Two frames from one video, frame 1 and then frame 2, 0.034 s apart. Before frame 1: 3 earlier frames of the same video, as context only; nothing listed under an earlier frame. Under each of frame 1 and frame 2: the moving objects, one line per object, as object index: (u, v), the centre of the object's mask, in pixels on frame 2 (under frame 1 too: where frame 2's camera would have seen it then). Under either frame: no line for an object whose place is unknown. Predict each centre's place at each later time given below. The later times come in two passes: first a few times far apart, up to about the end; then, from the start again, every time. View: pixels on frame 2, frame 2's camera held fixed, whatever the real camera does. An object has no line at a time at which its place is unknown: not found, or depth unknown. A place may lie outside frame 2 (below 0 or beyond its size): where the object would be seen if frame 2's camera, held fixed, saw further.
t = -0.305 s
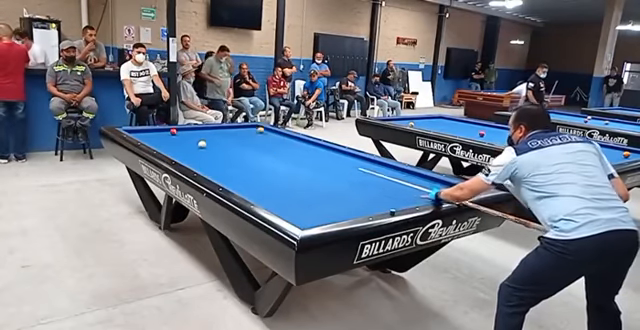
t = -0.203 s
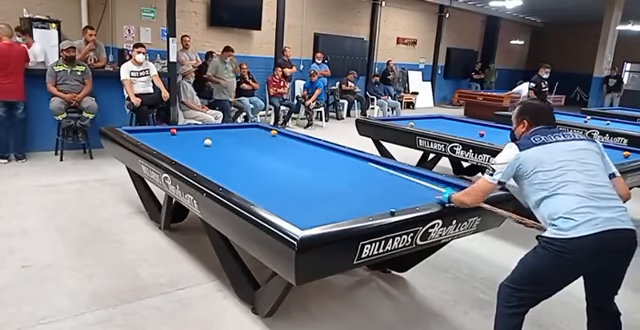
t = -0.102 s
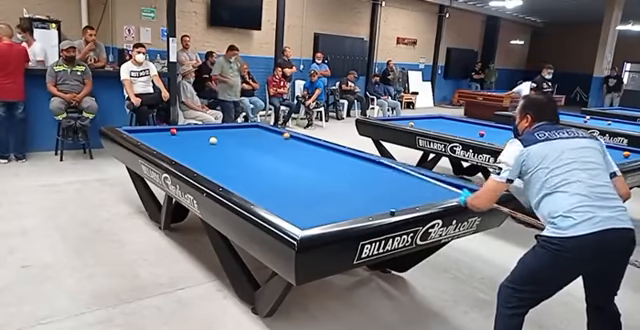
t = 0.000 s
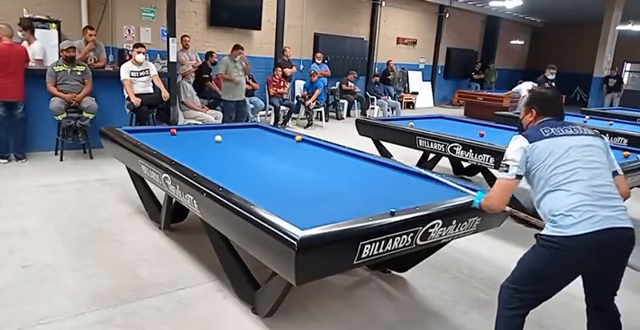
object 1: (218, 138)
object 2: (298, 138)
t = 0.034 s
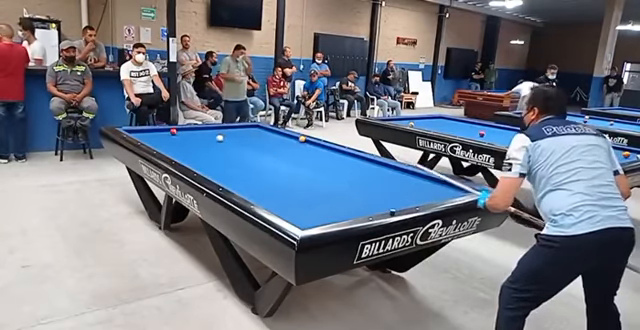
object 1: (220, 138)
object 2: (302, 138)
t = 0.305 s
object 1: (231, 133)
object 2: (319, 146)
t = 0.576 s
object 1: (242, 130)
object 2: (339, 153)
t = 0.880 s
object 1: (252, 126)
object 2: (364, 164)
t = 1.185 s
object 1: (252, 125)
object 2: (394, 176)
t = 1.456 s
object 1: (249, 126)
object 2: (426, 188)
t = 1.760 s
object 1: (245, 127)
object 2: (423, 191)
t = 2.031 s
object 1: (242, 128)
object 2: (393, 186)
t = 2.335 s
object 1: (238, 130)
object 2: (363, 180)
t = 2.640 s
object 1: (234, 131)
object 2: (335, 175)
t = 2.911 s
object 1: (231, 131)
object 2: (312, 170)
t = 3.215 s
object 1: (228, 132)
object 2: (289, 166)
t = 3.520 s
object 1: (224, 133)
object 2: (267, 162)
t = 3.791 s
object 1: (221, 134)
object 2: (248, 158)
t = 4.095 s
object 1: (218, 135)
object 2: (228, 155)
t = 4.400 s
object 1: (215, 136)
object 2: (210, 151)
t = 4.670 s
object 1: (213, 137)
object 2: (195, 148)
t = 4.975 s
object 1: (211, 138)
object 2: (179, 145)
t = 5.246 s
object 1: (209, 138)
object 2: (165, 143)
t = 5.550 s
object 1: (207, 139)
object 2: (151, 140)
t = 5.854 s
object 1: (205, 139)
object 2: (142, 137)
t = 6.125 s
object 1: (204, 140)
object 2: (141, 135)
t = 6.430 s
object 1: (203, 140)
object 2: (140, 133)
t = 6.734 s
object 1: (202, 141)
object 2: (139, 131)
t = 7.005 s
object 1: (201, 141)
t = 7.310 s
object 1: (201, 141)
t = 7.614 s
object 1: (200, 141)
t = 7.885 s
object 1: (200, 141)
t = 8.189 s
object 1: (200, 141)
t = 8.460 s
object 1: (200, 141)
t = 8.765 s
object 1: (200, 141)
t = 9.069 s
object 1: (200, 141)
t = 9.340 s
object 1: (200, 141)
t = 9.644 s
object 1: (200, 141)
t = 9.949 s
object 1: (200, 141)
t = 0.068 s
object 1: (221, 137)
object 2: (304, 139)
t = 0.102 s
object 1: (222, 136)
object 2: (306, 140)
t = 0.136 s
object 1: (224, 136)
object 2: (307, 141)
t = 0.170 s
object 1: (225, 135)
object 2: (309, 142)
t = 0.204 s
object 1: (227, 135)
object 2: (312, 142)
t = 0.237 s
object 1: (228, 134)
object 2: (314, 143)
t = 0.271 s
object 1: (230, 134)
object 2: (316, 144)
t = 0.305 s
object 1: (231, 133)
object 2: (319, 146)
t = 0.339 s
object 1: (233, 133)
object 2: (321, 147)
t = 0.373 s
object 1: (234, 133)
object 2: (323, 147)
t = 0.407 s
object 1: (235, 132)
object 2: (326, 149)
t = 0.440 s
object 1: (236, 132)
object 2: (328, 149)
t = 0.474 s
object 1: (238, 131)
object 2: (331, 151)
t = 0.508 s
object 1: (239, 131)
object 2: (333, 152)
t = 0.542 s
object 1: (241, 130)
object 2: (336, 152)
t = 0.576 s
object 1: (242, 130)
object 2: (339, 153)
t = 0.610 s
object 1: (243, 129)
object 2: (341, 154)
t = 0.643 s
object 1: (244, 129)
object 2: (344, 155)
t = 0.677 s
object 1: (246, 129)
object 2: (347, 157)
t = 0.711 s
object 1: (247, 128)
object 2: (349, 158)
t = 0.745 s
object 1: (248, 128)
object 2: (352, 159)
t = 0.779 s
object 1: (249, 128)
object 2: (355, 160)
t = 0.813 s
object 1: (250, 127)
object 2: (358, 161)
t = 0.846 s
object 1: (251, 127)
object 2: (361, 163)
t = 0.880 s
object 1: (252, 126)
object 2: (364, 164)
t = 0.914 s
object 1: (253, 126)
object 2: (367, 165)
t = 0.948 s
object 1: (254, 125)
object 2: (370, 166)
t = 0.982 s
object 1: (255, 125)
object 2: (374, 168)
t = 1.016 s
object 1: (255, 125)
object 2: (377, 169)
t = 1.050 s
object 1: (255, 125)
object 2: (380, 170)
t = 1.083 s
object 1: (254, 125)
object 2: (384, 171)
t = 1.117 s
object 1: (253, 125)
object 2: (387, 173)
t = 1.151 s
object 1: (253, 125)
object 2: (391, 174)
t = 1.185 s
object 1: (252, 125)
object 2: (394, 176)
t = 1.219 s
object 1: (252, 125)
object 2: (398, 177)
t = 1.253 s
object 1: (252, 126)
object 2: (402, 179)
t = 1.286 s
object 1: (251, 126)
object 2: (406, 180)
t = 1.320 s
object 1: (250, 126)
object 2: (410, 182)
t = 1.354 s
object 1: (250, 126)
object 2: (414, 183)
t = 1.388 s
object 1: (250, 126)
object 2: (418, 185)
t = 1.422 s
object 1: (249, 126)
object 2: (422, 187)
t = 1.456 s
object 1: (249, 126)
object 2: (426, 188)
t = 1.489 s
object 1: (248, 126)
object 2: (430, 190)
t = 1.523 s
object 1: (248, 127)
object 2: (435, 192)
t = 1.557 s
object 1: (247, 127)
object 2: (439, 193)
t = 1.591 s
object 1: (247, 127)
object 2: (444, 194)
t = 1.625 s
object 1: (247, 127)
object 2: (442, 194)
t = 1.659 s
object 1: (246, 127)
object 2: (437, 194)
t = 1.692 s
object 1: (246, 127)
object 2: (432, 193)
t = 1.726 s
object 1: (245, 128)
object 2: (427, 192)
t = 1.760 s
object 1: (245, 127)
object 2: (423, 191)
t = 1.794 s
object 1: (244, 128)
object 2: (419, 190)
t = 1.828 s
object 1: (244, 128)
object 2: (415, 190)
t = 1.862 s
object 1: (244, 128)
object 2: (411, 189)
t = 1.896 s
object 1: (243, 128)
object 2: (408, 189)
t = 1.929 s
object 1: (243, 128)
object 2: (404, 188)
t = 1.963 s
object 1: (242, 128)
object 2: (400, 187)
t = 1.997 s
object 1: (242, 128)
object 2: (397, 186)
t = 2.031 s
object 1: (242, 128)
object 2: (393, 186)
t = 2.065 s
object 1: (241, 129)
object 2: (390, 185)
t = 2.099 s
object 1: (241, 129)
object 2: (386, 185)
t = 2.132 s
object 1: (240, 129)
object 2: (383, 184)
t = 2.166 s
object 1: (240, 129)
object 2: (379, 183)
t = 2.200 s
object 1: (240, 129)
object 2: (376, 183)
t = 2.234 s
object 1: (239, 129)
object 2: (373, 182)
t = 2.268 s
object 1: (239, 129)
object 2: (370, 181)
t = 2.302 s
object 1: (238, 129)
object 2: (366, 181)
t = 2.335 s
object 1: (238, 130)
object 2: (363, 180)
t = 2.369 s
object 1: (237, 130)
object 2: (360, 180)
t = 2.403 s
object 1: (237, 130)
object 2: (356, 179)
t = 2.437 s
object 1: (236, 130)
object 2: (353, 178)
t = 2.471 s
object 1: (236, 130)
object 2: (350, 178)
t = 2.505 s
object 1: (236, 130)
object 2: (347, 177)
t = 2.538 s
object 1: (235, 130)
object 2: (344, 176)
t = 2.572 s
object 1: (235, 131)
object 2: (341, 176)
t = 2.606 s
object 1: (235, 130)
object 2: (338, 175)
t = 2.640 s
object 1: (234, 131)
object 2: (335, 175)
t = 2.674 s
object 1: (234, 131)
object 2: (332, 174)
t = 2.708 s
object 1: (233, 131)
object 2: (329, 174)
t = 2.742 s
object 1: (233, 131)
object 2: (326, 173)
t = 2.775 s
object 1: (233, 131)
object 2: (324, 172)
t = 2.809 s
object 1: (232, 131)
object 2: (321, 172)
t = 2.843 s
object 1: (232, 131)
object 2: (318, 171)
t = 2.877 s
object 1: (231, 131)
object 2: (315, 171)
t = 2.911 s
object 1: (231, 131)
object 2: (312, 170)
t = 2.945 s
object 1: (231, 132)
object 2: (310, 170)
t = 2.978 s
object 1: (230, 132)
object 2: (307, 169)
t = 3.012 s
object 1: (230, 132)
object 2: (304, 169)
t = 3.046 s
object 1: (230, 132)
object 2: (302, 168)
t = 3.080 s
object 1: (229, 132)
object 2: (299, 168)
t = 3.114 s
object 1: (229, 132)
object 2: (296, 167)
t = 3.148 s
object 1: (228, 132)
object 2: (294, 167)
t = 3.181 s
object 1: (228, 132)
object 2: (291, 166)
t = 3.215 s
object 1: (228, 132)
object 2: (289, 166)
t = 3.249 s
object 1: (227, 132)
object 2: (286, 166)
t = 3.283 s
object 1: (227, 133)
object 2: (283, 165)
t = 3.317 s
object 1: (227, 133)
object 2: (281, 165)
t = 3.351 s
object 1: (226, 133)
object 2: (278, 164)
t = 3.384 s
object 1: (226, 133)
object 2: (276, 164)
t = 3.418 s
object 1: (225, 133)
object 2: (274, 163)
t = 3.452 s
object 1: (225, 133)
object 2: (271, 163)
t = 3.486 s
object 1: (225, 133)
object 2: (269, 162)
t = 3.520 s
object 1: (224, 133)
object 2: (267, 162)
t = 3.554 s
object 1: (224, 133)
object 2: (264, 162)
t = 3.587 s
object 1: (224, 133)
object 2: (261, 161)
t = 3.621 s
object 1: (223, 134)
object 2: (259, 161)
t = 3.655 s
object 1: (223, 134)
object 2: (257, 160)
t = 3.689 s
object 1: (223, 134)
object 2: (255, 160)
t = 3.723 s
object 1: (222, 134)
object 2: (252, 159)
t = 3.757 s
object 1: (222, 134)
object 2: (250, 159)
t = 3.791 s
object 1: (221, 134)
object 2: (248, 158)
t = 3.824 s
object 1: (221, 134)
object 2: (246, 158)
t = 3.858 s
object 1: (221, 134)
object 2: (243, 157)
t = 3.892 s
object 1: (220, 134)
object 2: (241, 157)
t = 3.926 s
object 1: (220, 135)
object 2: (239, 156)
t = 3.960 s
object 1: (220, 135)
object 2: (237, 156)
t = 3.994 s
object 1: (219, 135)
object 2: (235, 156)
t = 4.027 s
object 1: (219, 135)
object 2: (233, 155)
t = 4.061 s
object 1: (219, 135)
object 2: (230, 155)
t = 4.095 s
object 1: (218, 135)
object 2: (228, 155)
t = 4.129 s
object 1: (218, 135)
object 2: (226, 154)
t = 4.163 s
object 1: (218, 135)
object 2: (224, 154)
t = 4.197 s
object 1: (217, 135)
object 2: (222, 153)
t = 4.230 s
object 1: (217, 135)
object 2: (220, 153)
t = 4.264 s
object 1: (217, 135)
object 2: (218, 153)
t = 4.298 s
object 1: (217, 135)
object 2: (216, 152)
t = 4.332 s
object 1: (216, 136)
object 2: (214, 152)
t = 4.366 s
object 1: (216, 136)
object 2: (212, 151)
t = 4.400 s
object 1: (215, 136)
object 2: (210, 151)
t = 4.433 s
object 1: (215, 136)
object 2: (208, 151)
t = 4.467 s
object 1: (215, 136)
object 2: (206, 150)
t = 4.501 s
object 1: (215, 136)
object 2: (204, 150)
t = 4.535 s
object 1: (214, 136)
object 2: (202, 149)
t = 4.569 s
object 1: (214, 136)
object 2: (200, 149)
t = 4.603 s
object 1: (214, 137)
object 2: (198, 149)
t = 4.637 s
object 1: (214, 136)
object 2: (196, 148)
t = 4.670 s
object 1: (213, 137)
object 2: (195, 148)
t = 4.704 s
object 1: (213, 137)
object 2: (192, 148)
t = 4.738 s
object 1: (213, 137)
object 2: (191, 147)
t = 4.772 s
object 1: (213, 137)
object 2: (189, 147)
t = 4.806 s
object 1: (212, 137)
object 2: (187, 147)
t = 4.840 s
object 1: (212, 137)
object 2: (185, 146)
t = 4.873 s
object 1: (212, 137)
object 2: (184, 146)
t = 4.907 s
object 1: (211, 137)
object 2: (182, 146)
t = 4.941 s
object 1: (211, 137)
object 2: (180, 146)
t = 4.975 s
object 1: (211, 138)
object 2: (179, 145)
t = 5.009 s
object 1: (211, 138)
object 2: (177, 145)
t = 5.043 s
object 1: (210, 138)
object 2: (175, 145)
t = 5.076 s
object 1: (210, 138)
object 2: (174, 144)
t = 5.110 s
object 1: (210, 138)
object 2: (172, 144)
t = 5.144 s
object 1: (210, 138)
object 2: (170, 144)
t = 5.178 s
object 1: (209, 138)
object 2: (168, 143)
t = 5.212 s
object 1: (209, 138)
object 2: (166, 143)
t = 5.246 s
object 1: (209, 138)
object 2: (165, 143)
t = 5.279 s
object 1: (209, 138)
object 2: (164, 142)
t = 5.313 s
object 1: (209, 138)
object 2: (162, 142)
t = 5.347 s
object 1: (208, 138)
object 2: (160, 142)
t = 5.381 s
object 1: (208, 138)
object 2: (158, 141)
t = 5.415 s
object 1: (208, 138)
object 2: (157, 141)
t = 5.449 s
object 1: (207, 138)
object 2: (155, 140)
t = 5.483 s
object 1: (207, 138)
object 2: (154, 140)
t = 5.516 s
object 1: (207, 139)
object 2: (152, 140)
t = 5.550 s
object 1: (207, 139)
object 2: (151, 140)
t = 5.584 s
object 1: (207, 139)
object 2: (149, 139)
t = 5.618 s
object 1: (206, 139)
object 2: (148, 139)
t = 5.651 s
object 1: (206, 139)
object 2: (147, 139)
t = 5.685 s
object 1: (206, 139)
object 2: (145, 138)
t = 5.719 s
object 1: (206, 139)
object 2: (144, 138)
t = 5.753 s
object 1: (206, 139)
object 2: (142, 137)
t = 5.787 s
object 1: (206, 139)
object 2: (142, 137)
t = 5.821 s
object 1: (206, 139)
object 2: (142, 137)
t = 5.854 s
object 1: (205, 139)
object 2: (142, 137)
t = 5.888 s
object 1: (205, 139)
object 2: (141, 136)
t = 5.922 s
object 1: (205, 140)
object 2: (141, 136)
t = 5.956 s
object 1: (204, 140)
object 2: (141, 136)
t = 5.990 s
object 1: (204, 140)
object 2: (141, 136)
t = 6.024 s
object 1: (204, 140)
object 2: (141, 136)
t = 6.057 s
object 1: (204, 140)
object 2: (141, 136)
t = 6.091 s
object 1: (204, 140)
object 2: (141, 136)
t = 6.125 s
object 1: (204, 140)
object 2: (141, 135)
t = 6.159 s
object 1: (204, 140)
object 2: (140, 135)
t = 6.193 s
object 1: (204, 140)
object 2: (140, 135)
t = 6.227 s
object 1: (203, 140)
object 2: (140, 134)
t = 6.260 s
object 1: (203, 140)
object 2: (140, 134)
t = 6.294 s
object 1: (203, 140)
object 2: (140, 134)
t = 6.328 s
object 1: (203, 140)
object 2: (140, 134)
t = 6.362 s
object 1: (203, 140)
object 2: (140, 133)
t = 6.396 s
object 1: (203, 140)
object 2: (140, 133)
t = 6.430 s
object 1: (203, 140)
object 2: (140, 133)
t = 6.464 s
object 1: (203, 141)
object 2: (140, 133)
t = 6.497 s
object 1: (203, 141)
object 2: (139, 132)
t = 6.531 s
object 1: (202, 141)
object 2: (140, 132)
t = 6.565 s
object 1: (202, 141)
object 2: (140, 132)
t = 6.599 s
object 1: (202, 141)
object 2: (139, 131)
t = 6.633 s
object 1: (202, 141)
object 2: (139, 131)
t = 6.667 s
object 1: (202, 141)
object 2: (139, 131)
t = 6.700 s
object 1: (202, 141)
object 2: (139, 131)
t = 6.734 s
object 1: (202, 141)
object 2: (139, 131)
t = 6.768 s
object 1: (202, 141)
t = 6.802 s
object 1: (201, 141)
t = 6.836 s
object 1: (201, 141)
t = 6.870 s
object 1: (201, 141)
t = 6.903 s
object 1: (201, 141)
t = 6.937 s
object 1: (201, 141)
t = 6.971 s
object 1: (201, 141)
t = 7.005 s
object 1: (201, 141)
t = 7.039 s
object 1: (201, 141)
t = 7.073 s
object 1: (201, 141)
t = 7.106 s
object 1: (201, 141)
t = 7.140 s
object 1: (201, 141)
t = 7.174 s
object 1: (201, 141)
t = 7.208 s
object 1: (201, 141)
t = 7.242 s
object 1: (201, 141)
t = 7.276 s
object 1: (201, 141)
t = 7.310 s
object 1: (201, 141)
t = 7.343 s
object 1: (201, 141)
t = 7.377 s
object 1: (201, 141)
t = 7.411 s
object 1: (200, 141)
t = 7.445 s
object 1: (200, 141)
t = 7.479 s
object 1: (200, 141)
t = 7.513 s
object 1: (200, 141)
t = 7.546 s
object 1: (200, 141)
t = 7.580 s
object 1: (200, 141)
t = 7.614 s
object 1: (200, 141)
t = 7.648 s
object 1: (200, 141)
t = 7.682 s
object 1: (200, 141)
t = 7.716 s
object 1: (200, 141)
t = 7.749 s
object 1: (200, 141)
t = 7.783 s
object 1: (200, 141)
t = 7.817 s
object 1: (200, 141)
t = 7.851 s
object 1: (200, 141)
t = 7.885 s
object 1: (200, 141)
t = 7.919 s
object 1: (200, 141)
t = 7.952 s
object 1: (200, 141)
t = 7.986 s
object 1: (200, 141)
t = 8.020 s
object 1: (200, 141)
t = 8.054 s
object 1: (200, 141)
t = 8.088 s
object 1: (200, 141)
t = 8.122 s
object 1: (200, 141)
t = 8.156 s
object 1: (200, 141)
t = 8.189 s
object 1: (200, 141)
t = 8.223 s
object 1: (200, 141)
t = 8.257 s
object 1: (200, 141)
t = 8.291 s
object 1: (200, 141)
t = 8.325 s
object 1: (200, 141)
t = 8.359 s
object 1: (200, 141)
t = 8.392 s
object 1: (200, 141)
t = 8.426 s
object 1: (200, 141)
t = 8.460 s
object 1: (200, 141)
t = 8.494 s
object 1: (200, 141)
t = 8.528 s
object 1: (200, 141)
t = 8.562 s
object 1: (200, 141)
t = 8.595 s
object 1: (200, 141)
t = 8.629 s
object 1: (200, 141)
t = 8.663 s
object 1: (200, 141)
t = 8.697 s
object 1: (200, 141)
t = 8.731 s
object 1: (200, 141)
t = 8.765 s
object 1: (200, 141)
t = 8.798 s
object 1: (200, 141)
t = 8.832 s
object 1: (200, 141)
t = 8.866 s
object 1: (200, 141)
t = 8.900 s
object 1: (200, 141)
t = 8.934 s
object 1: (200, 141)
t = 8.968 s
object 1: (200, 141)
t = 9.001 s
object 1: (200, 141)
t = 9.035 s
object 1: (200, 141)
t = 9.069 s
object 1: (200, 141)
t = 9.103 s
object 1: (200, 141)
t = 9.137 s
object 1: (200, 141)
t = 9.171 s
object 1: (200, 141)
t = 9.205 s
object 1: (200, 141)
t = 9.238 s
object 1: (200, 141)
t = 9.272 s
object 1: (200, 141)
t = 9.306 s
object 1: (200, 141)
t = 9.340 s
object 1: (200, 141)
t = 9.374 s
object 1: (200, 141)
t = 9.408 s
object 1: (200, 141)
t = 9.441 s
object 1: (200, 141)
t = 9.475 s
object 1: (200, 141)
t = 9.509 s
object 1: (200, 141)
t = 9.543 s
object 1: (200, 141)
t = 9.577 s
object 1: (200, 141)
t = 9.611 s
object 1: (200, 141)
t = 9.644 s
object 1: (200, 141)
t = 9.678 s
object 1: (200, 141)
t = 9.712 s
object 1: (200, 141)
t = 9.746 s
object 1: (200, 141)
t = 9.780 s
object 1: (200, 141)
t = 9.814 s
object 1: (200, 141)
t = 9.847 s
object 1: (200, 141)
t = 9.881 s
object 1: (200, 141)
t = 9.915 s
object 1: (200, 141)
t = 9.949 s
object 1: (200, 141)
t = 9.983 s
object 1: (200, 141)
